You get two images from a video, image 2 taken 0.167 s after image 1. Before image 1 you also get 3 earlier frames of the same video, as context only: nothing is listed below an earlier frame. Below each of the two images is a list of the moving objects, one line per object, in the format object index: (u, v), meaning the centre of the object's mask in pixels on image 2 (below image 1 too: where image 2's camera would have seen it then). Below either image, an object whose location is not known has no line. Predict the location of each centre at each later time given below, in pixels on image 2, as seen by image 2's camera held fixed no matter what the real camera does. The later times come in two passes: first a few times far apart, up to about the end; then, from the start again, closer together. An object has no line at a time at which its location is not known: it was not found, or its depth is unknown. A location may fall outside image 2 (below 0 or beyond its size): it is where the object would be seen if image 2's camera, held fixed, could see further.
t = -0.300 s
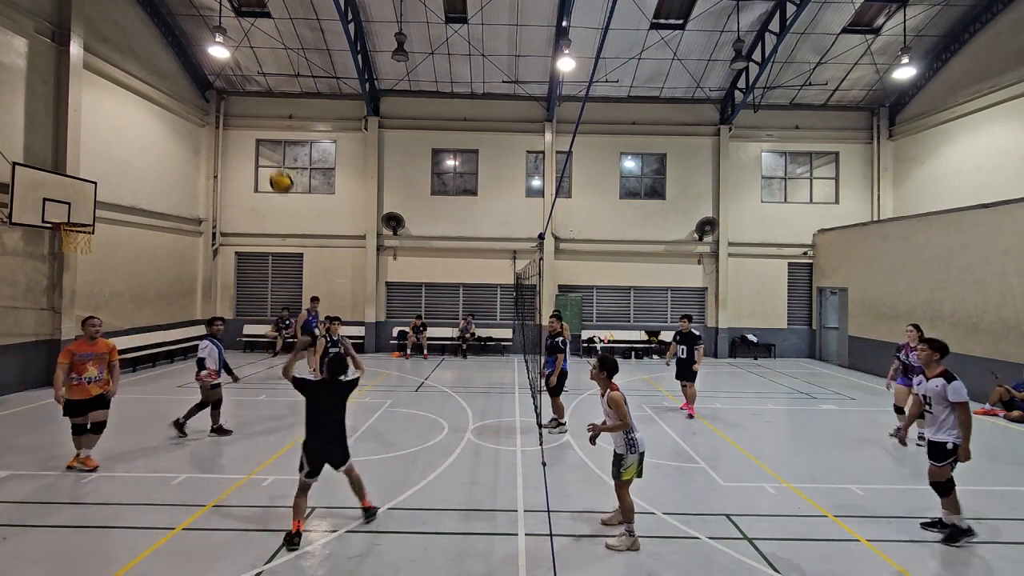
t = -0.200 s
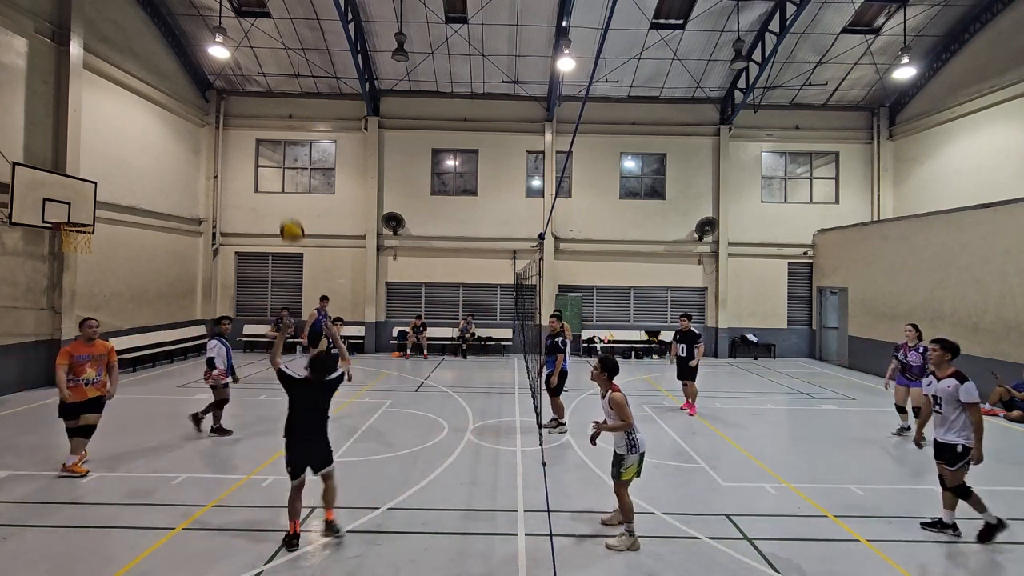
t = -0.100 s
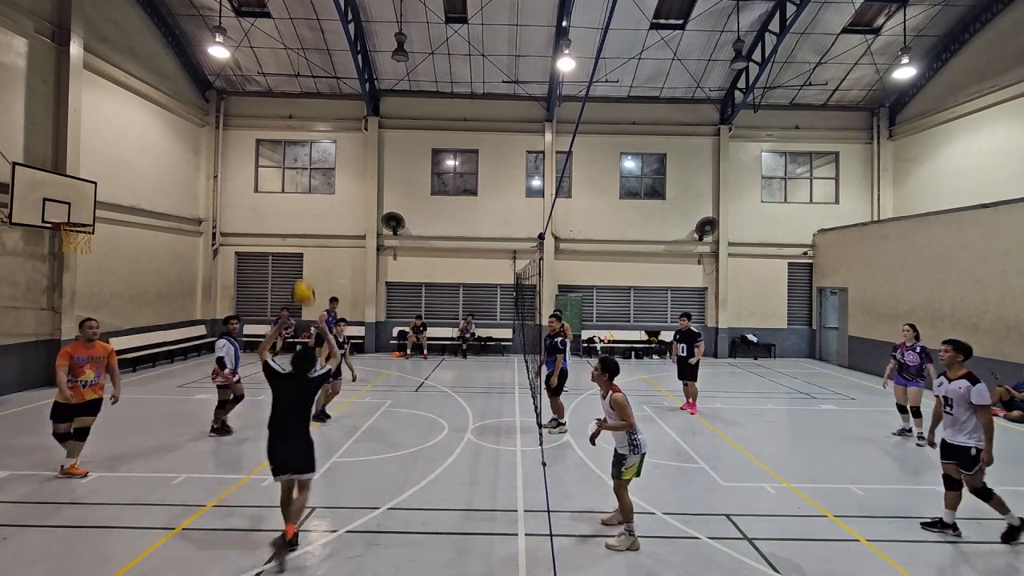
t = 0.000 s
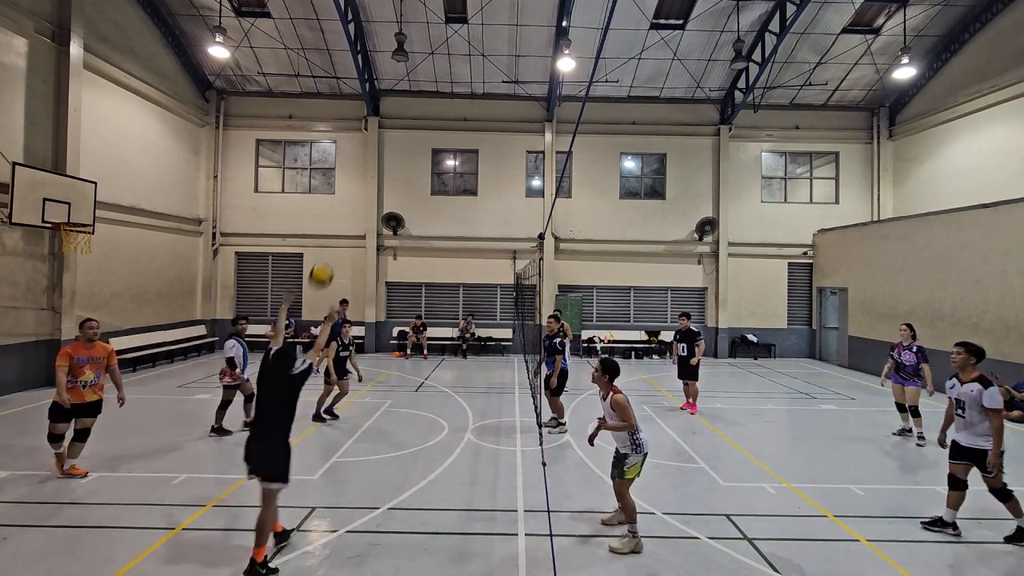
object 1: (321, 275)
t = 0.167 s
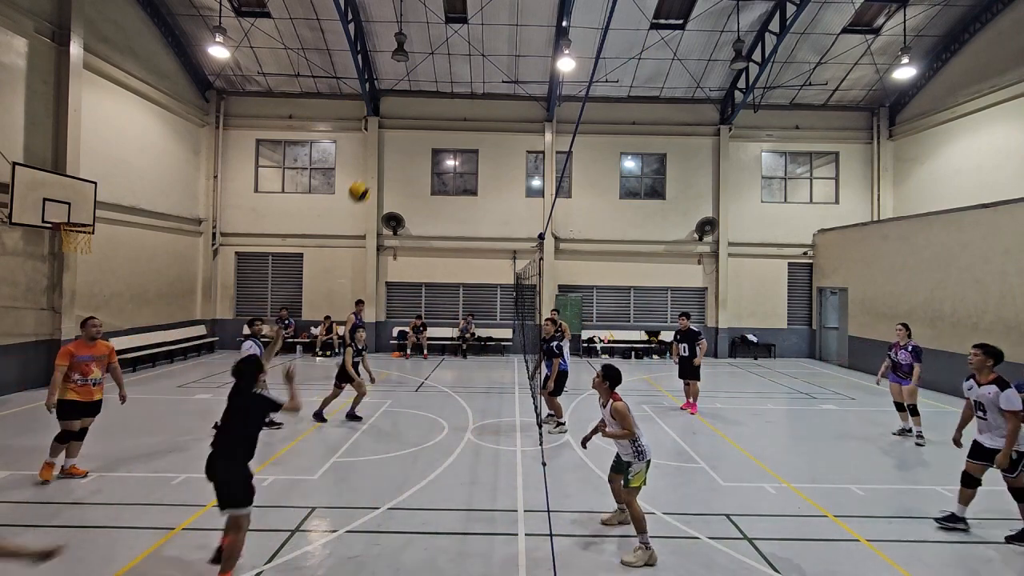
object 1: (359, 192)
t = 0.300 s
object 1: (384, 154)
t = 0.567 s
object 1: (422, 137)
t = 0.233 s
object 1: (372, 170)
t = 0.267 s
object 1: (379, 161)
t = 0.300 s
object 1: (384, 154)
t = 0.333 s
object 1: (389, 148)
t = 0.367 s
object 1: (395, 143)
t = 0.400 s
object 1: (400, 140)
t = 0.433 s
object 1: (405, 138)
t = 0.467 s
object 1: (410, 136)
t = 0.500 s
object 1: (414, 136)
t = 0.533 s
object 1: (418, 136)
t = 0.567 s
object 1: (422, 137)
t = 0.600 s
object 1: (426, 139)
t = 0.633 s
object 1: (430, 143)
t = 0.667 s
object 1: (433, 146)
